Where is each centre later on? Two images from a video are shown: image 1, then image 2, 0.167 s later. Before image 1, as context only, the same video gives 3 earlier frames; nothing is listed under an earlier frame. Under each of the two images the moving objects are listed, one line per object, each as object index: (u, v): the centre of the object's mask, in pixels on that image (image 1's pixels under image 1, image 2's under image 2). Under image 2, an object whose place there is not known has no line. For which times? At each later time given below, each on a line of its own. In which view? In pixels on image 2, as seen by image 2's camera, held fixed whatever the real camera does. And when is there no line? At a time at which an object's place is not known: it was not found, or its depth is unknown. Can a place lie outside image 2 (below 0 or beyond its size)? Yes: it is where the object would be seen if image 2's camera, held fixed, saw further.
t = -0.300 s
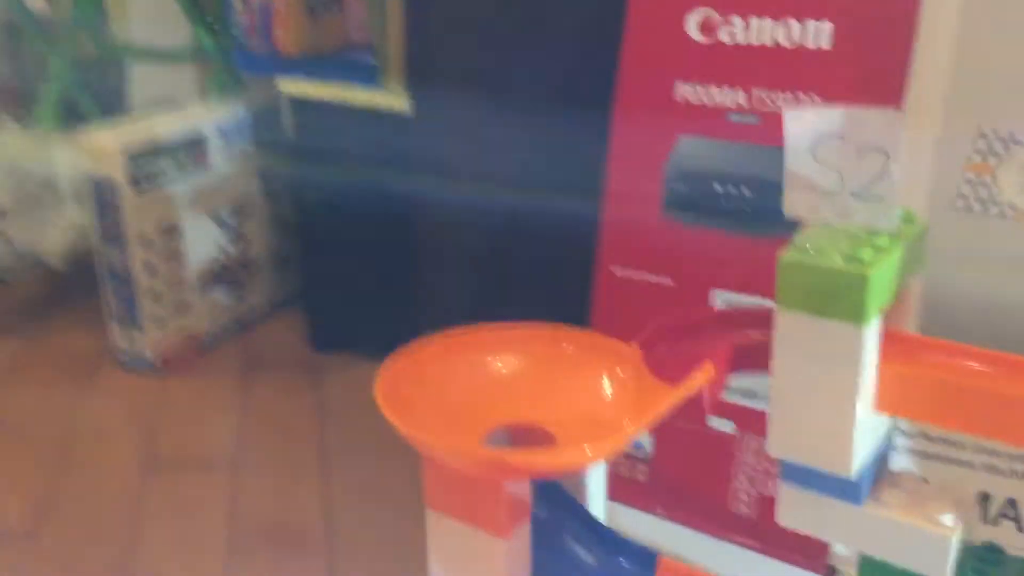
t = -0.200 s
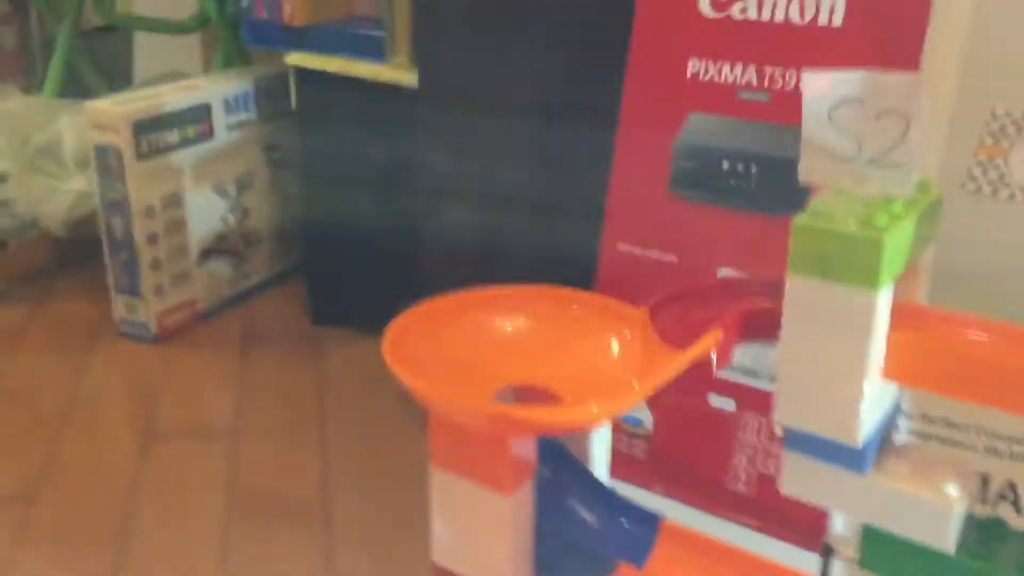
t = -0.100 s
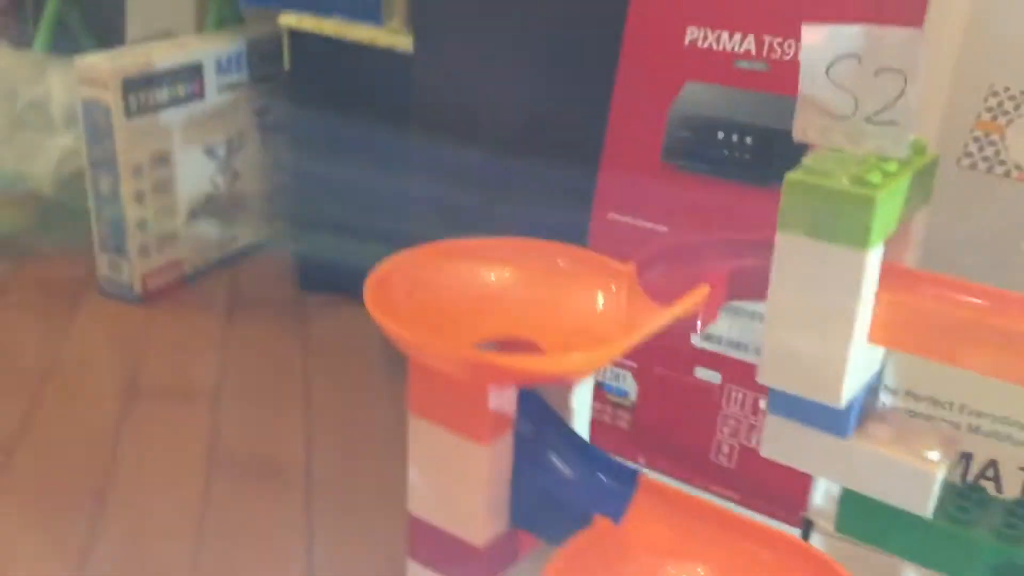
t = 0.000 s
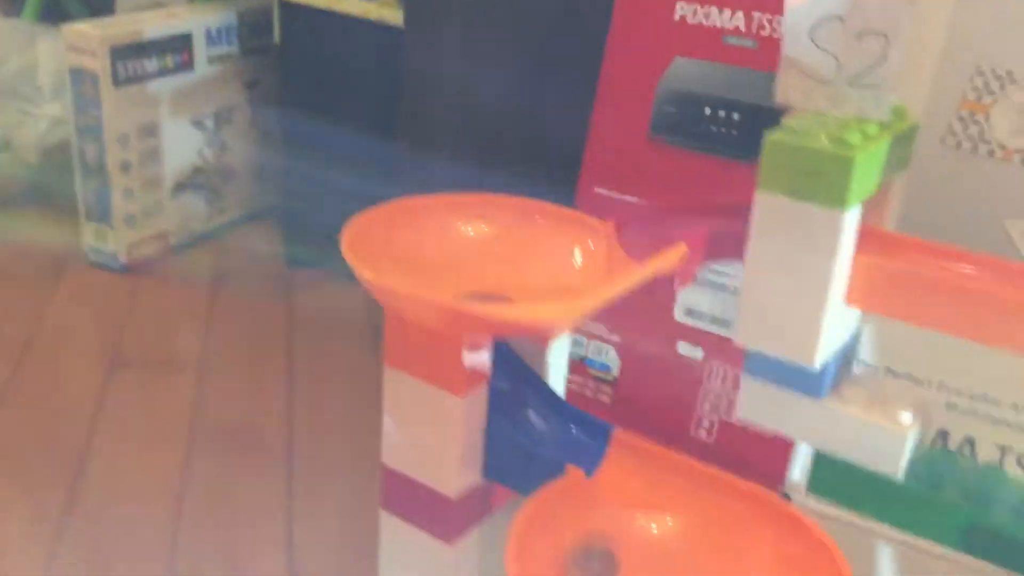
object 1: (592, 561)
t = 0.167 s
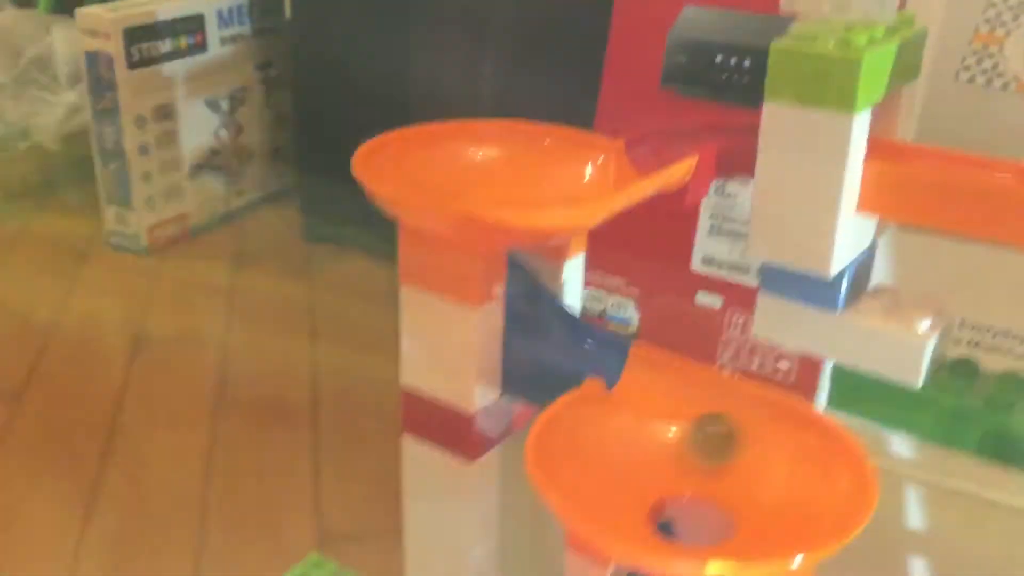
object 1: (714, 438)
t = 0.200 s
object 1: (743, 455)
